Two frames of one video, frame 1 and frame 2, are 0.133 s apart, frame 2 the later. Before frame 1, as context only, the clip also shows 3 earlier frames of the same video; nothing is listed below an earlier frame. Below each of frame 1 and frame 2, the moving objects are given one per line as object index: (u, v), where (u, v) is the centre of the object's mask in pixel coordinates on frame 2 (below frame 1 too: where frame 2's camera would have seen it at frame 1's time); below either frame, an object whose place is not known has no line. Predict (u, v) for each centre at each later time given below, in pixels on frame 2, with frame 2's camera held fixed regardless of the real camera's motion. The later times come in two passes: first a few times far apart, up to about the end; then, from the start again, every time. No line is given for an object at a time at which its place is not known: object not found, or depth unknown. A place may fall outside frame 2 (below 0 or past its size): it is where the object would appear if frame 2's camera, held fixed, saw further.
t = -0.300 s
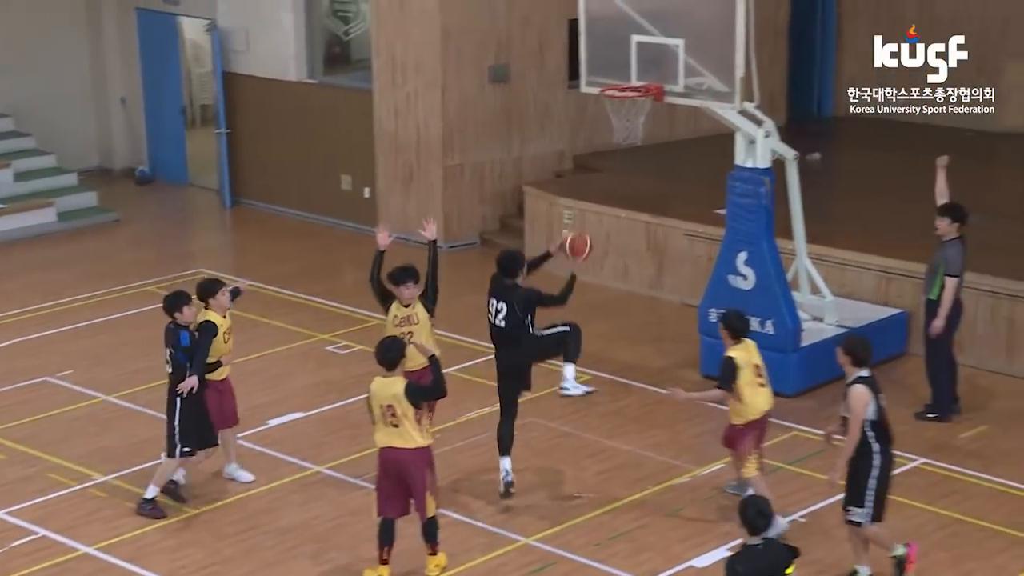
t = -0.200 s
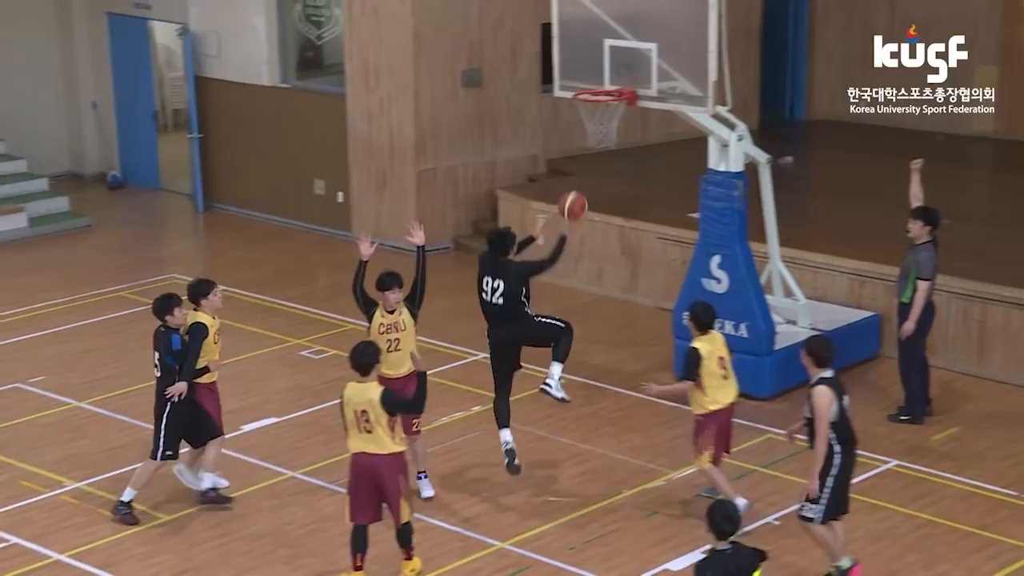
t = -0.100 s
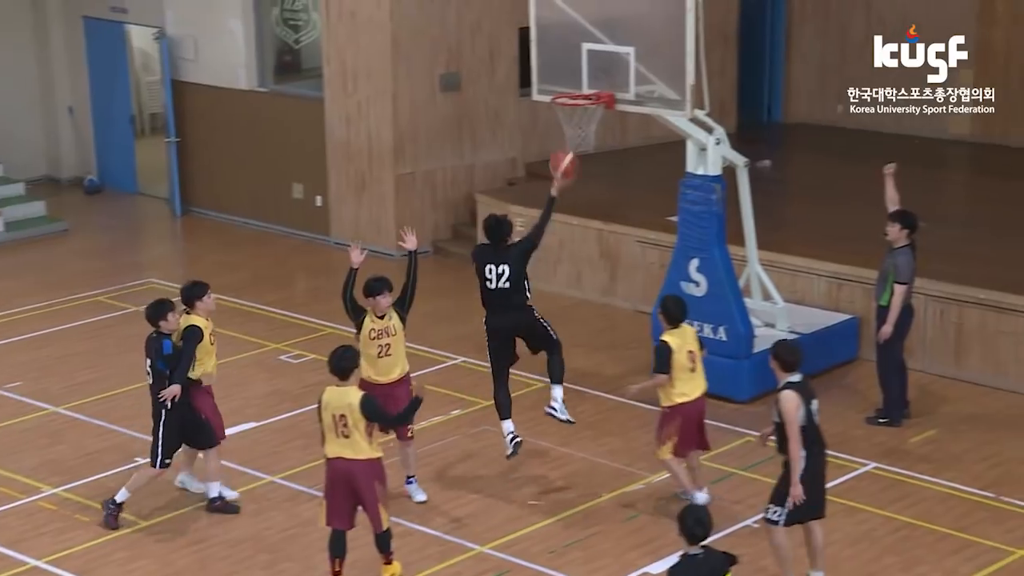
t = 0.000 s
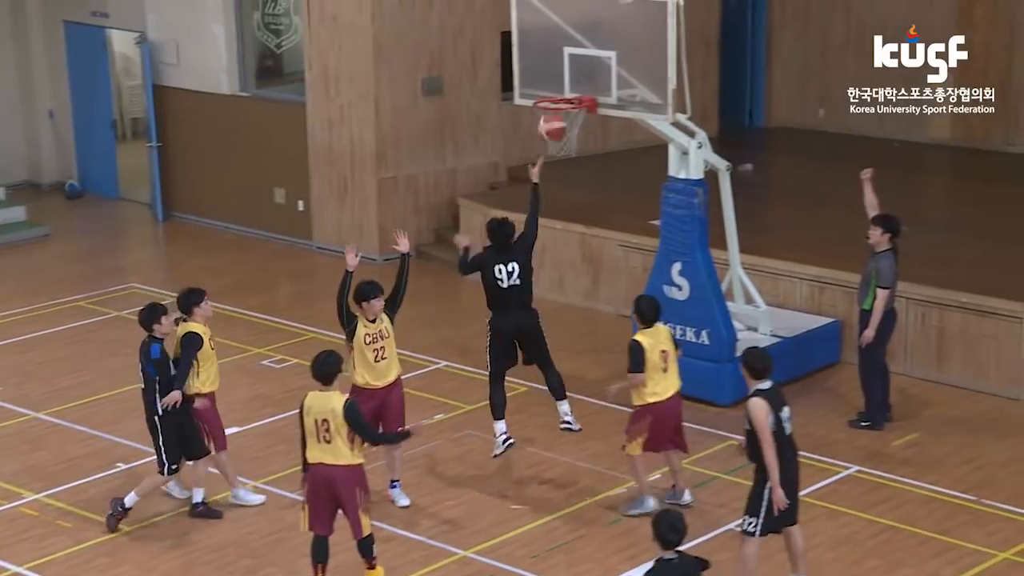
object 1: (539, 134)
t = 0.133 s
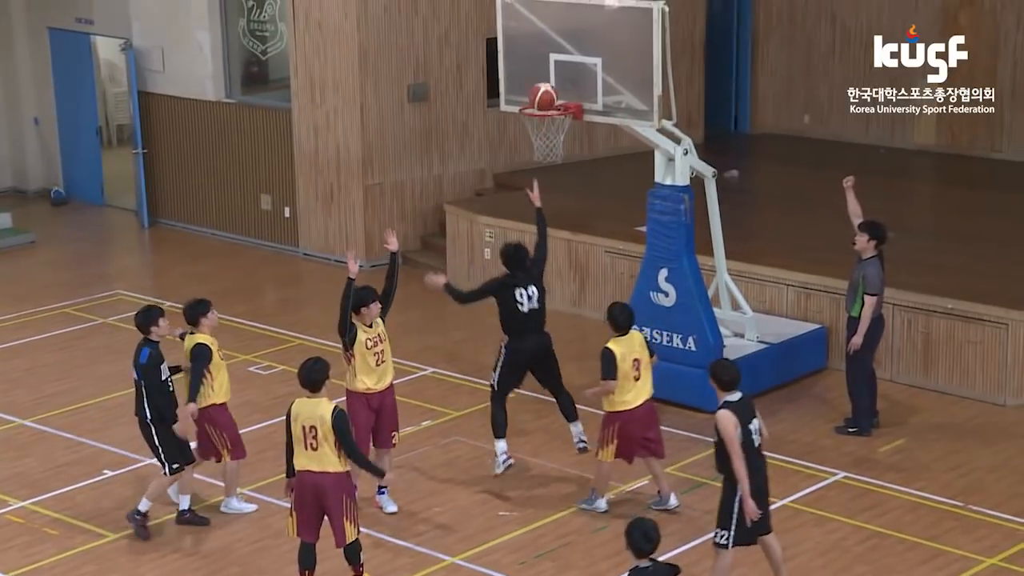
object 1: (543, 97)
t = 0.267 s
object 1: (548, 81)
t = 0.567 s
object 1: (551, 73)
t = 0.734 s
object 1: (543, 64)
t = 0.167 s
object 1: (544, 91)
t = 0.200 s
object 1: (546, 87)
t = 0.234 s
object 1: (548, 83)
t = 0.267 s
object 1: (548, 81)
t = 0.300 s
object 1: (550, 80)
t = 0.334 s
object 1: (551, 81)
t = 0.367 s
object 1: (553, 82)
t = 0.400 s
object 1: (554, 86)
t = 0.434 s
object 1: (556, 90)
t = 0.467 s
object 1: (558, 94)
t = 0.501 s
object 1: (556, 86)
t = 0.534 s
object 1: (553, 78)
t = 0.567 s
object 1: (551, 73)
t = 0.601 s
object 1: (550, 69)
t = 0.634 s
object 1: (548, 66)
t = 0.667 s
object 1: (546, 64)
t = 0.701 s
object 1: (545, 64)
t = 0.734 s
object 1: (543, 64)
